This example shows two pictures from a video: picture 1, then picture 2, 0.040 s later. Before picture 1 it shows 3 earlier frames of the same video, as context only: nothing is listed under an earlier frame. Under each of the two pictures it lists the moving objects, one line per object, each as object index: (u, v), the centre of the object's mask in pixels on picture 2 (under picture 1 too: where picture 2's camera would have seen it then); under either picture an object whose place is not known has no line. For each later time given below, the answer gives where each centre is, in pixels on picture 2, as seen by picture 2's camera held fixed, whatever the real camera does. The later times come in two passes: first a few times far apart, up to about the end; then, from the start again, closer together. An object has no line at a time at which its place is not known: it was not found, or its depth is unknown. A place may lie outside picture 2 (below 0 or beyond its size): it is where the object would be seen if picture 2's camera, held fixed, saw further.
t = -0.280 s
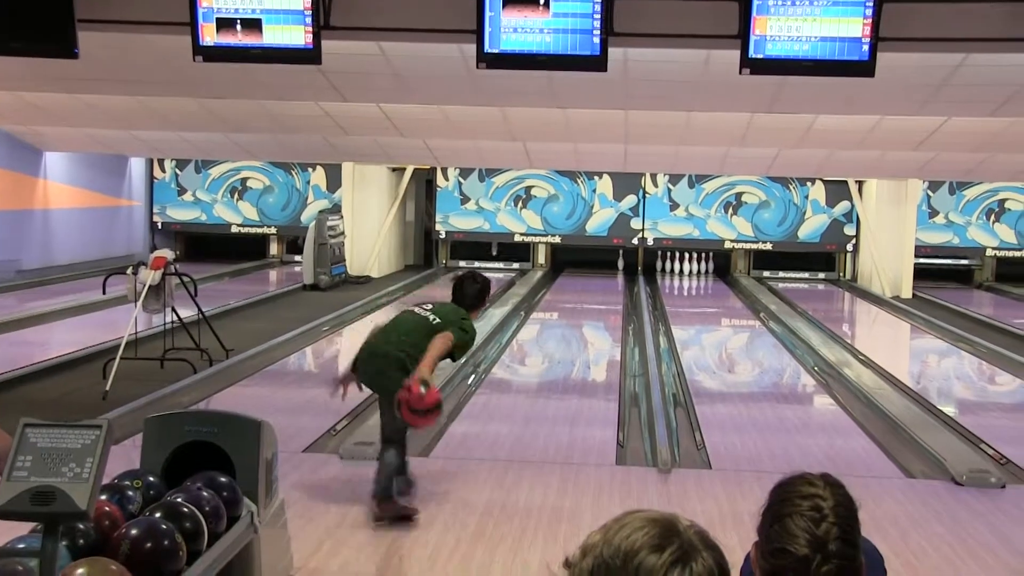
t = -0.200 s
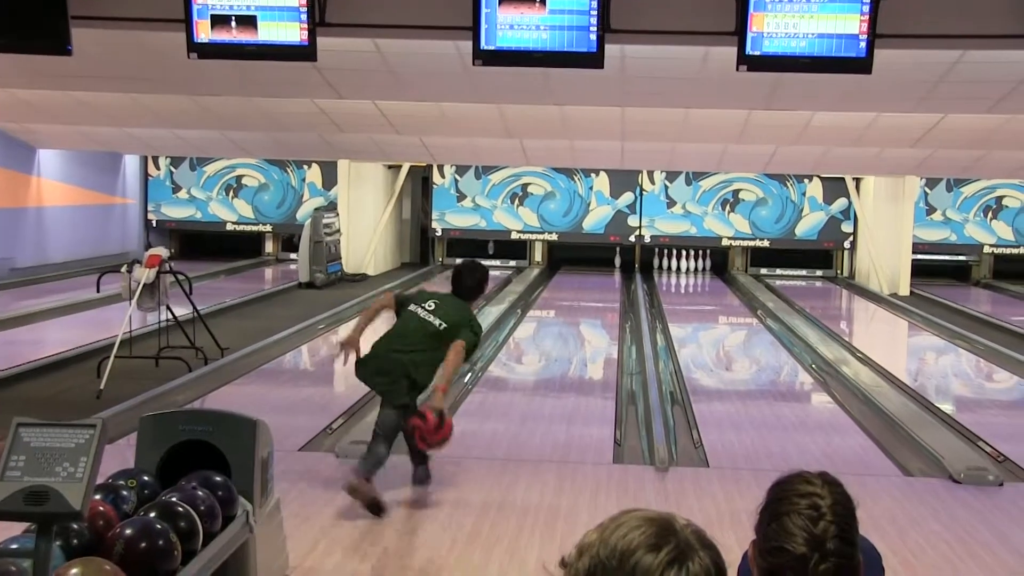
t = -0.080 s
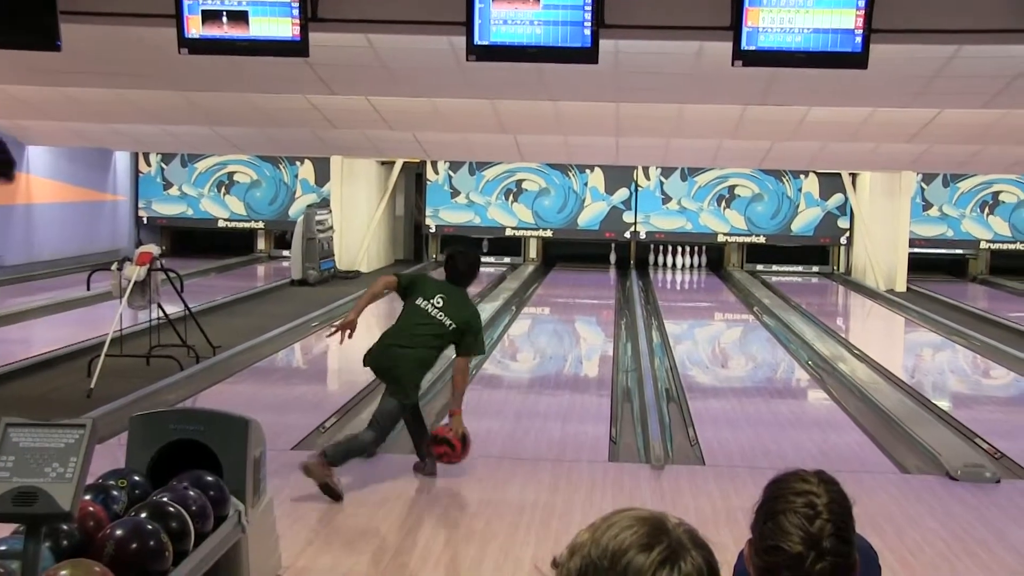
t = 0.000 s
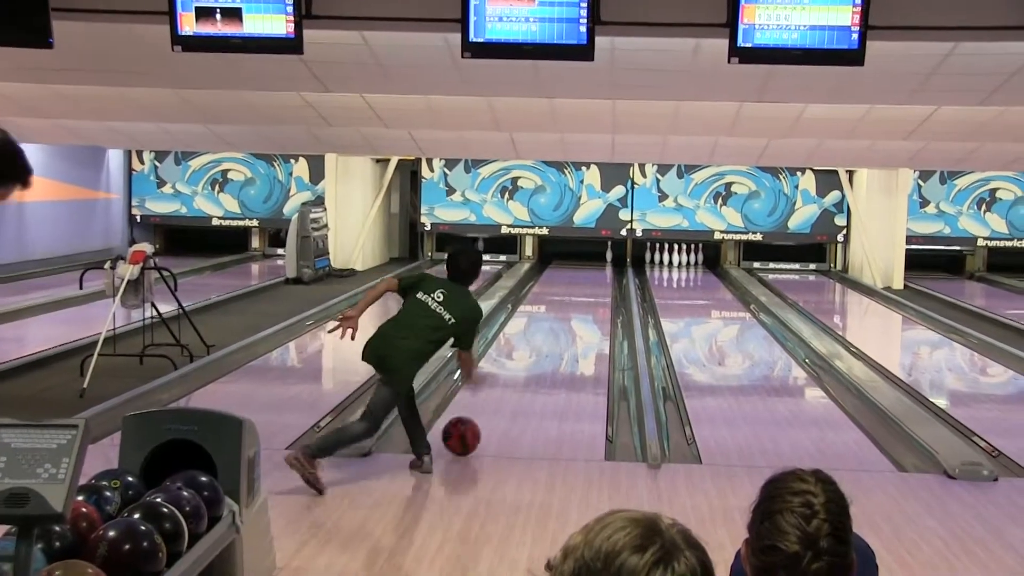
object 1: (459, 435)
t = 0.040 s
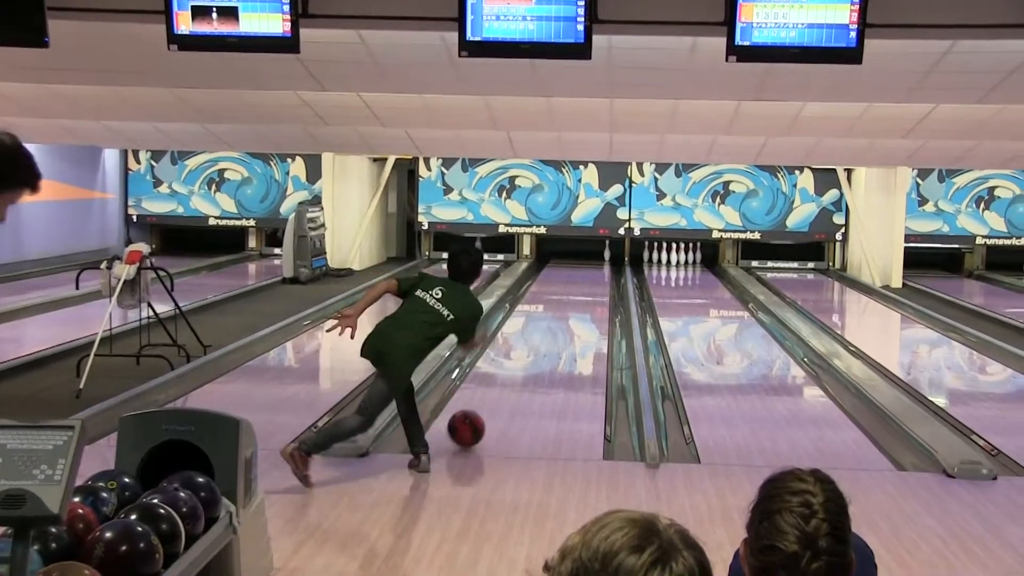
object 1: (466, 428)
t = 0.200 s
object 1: (490, 401)
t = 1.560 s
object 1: (579, 297)
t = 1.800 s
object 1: (588, 288)
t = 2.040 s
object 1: (595, 280)
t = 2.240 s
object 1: (598, 274)
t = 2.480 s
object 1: (600, 268)
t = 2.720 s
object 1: (600, 263)
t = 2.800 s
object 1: (600, 262)
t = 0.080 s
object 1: (473, 421)
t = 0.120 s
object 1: (479, 414)
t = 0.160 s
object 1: (485, 408)
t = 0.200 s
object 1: (490, 401)
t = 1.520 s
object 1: (577, 298)
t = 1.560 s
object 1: (579, 297)
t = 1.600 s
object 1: (580, 296)
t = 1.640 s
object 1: (582, 293)
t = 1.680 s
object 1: (584, 292)
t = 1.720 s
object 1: (586, 291)
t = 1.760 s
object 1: (587, 289)
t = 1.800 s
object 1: (588, 288)
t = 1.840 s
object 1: (589, 286)
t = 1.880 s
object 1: (590, 286)
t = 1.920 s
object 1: (592, 285)
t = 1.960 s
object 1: (593, 284)
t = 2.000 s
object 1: (593, 282)
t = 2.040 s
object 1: (595, 280)
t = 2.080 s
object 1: (595, 279)
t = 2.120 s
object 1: (596, 277)
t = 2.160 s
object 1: (597, 276)
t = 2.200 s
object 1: (598, 275)
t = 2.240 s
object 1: (598, 274)
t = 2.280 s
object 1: (599, 273)
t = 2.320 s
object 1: (599, 272)
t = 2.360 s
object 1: (600, 270)
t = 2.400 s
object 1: (600, 269)
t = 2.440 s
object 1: (601, 268)
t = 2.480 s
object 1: (600, 268)
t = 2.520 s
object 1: (601, 266)
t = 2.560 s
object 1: (601, 265)
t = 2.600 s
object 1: (600, 264)
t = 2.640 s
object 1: (601, 264)
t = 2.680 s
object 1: (601, 264)
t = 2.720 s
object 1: (600, 263)
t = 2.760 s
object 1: (601, 263)
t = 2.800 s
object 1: (600, 262)
